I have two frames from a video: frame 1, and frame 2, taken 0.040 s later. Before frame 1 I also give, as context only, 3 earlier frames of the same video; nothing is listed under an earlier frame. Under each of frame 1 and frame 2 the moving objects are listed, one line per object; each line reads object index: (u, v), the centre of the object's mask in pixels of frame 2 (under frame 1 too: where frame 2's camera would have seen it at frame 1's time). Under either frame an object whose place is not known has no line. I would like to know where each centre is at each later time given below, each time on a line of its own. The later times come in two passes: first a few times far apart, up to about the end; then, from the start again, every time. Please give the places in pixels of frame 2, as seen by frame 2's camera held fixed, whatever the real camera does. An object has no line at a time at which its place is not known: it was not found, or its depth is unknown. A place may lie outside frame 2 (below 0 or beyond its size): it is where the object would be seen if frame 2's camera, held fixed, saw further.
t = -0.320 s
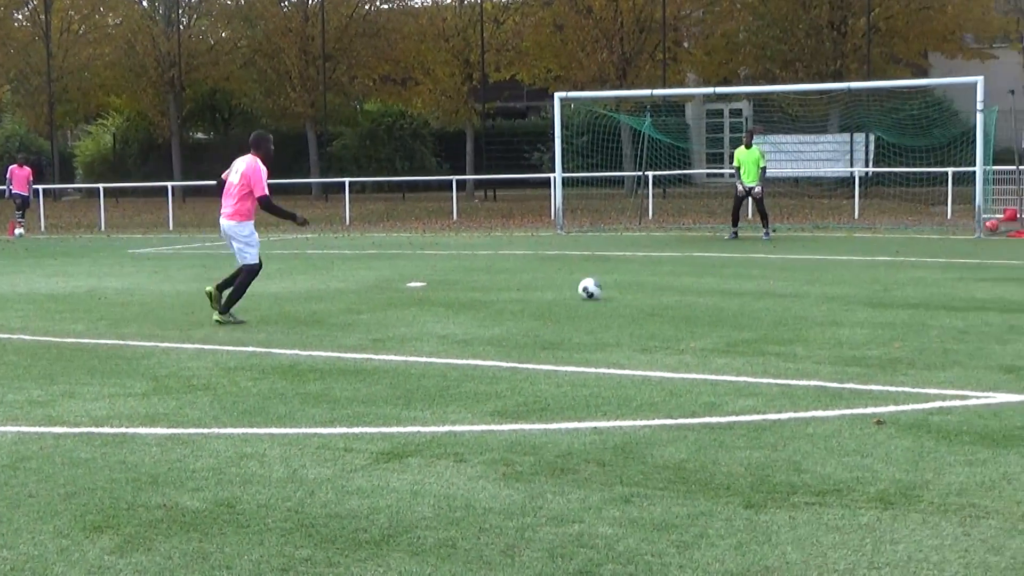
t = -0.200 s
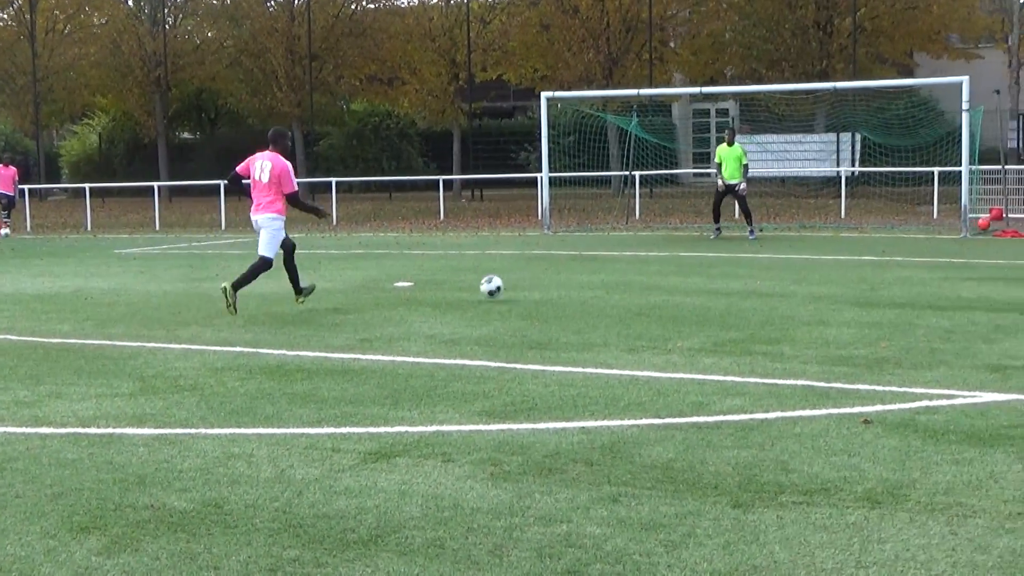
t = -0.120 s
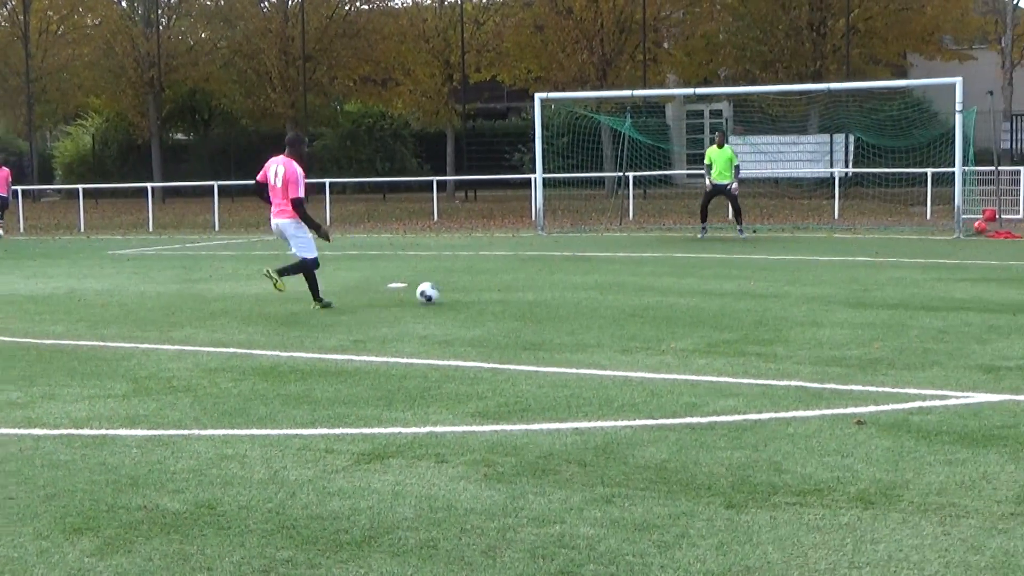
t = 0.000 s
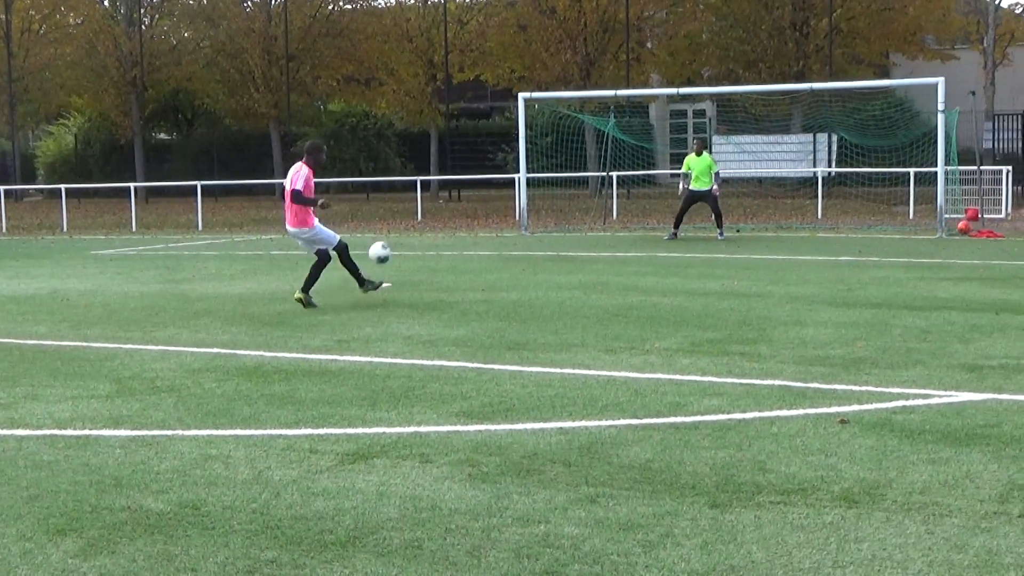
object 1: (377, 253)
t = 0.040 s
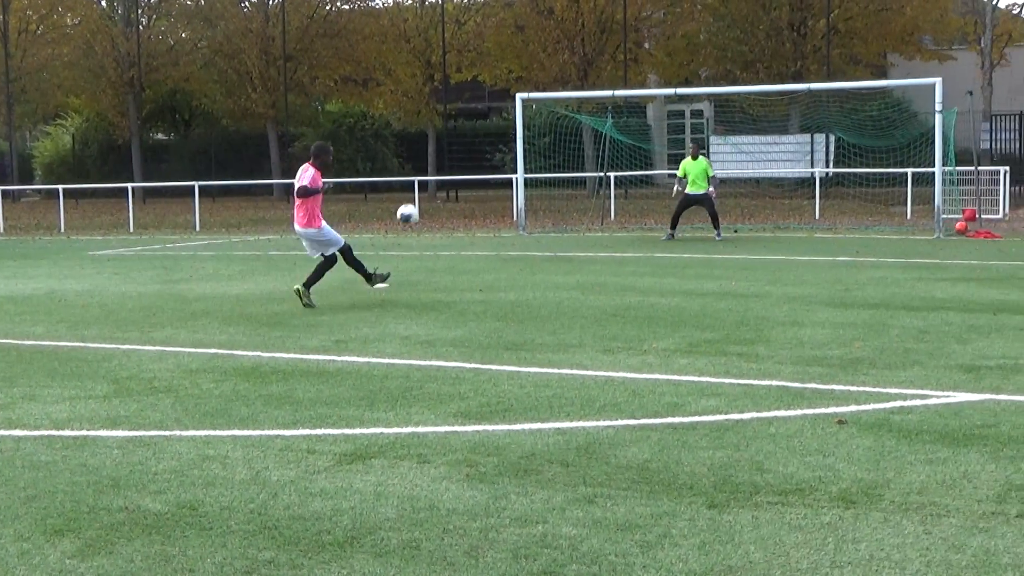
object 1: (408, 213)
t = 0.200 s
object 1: (488, 103)
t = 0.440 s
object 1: (541, 22)
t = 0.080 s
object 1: (433, 180)
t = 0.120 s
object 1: (454, 151)
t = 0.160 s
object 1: (472, 126)
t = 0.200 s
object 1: (488, 103)
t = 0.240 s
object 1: (501, 84)
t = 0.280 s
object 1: (513, 68)
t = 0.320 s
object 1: (521, 54)
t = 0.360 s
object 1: (528, 41)
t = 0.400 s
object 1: (535, 30)
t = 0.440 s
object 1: (541, 22)
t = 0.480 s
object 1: (545, 15)
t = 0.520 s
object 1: (548, 9)
